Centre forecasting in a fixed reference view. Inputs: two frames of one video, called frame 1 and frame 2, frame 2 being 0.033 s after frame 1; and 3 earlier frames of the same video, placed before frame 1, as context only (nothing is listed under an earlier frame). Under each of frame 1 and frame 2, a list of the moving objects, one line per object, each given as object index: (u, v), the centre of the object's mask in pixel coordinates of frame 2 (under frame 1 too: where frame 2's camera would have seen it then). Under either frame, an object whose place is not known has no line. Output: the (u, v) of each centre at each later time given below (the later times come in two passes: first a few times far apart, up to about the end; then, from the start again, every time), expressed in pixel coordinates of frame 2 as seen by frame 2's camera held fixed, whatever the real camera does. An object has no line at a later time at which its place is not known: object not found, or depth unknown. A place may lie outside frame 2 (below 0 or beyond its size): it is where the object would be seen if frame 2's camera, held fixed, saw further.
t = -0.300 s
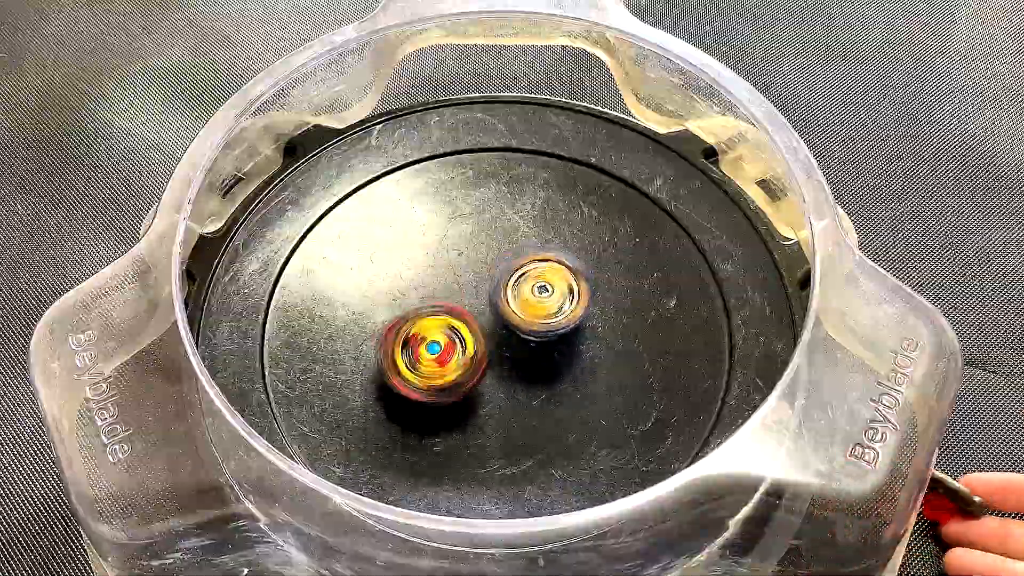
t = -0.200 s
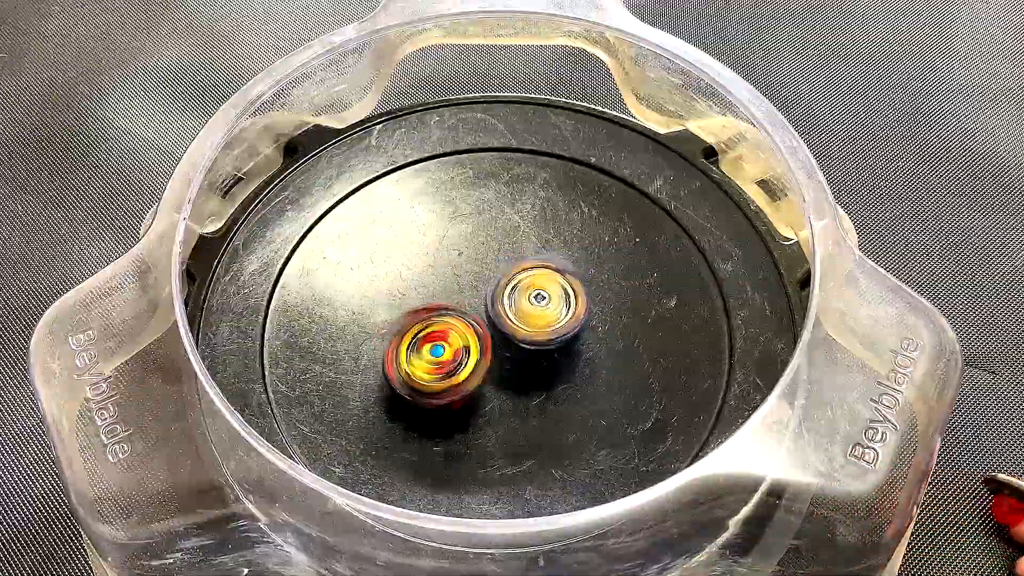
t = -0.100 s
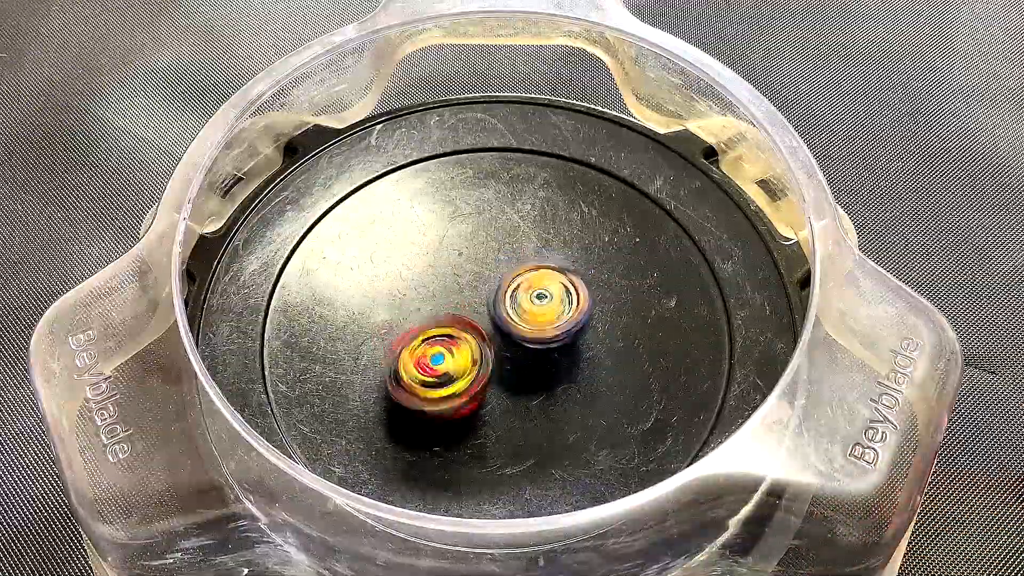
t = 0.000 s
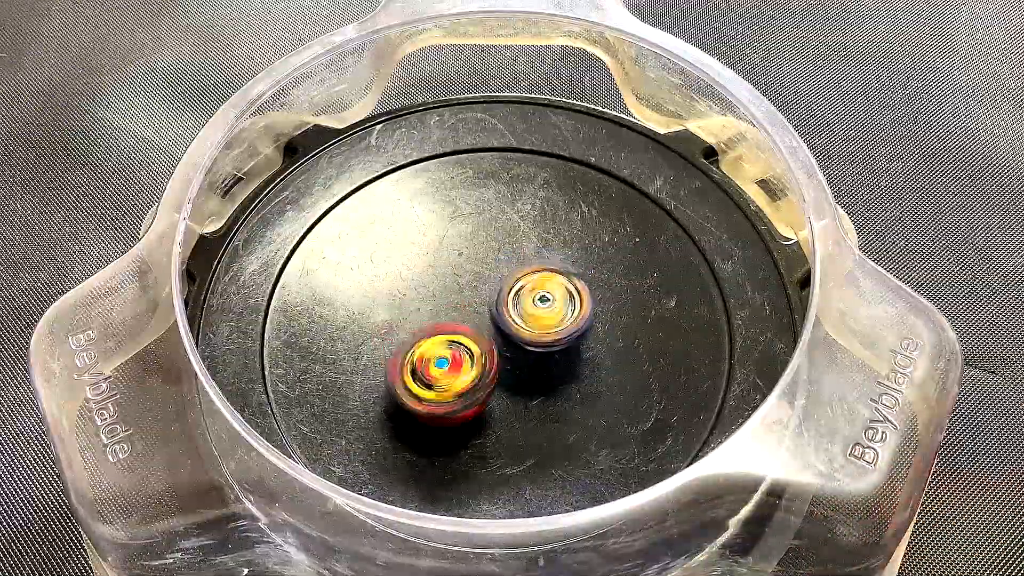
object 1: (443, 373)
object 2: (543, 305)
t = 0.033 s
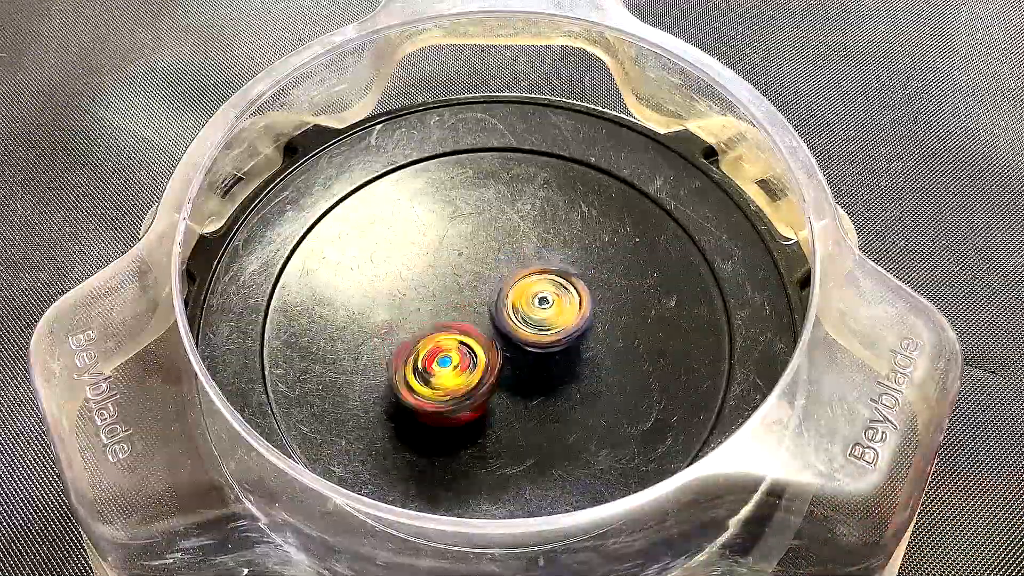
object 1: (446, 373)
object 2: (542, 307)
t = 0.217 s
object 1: (426, 379)
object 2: (573, 294)
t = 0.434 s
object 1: (445, 360)
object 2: (574, 288)
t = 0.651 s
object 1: (429, 346)
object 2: (608, 266)
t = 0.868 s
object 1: (453, 345)
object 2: (599, 274)
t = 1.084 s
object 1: (476, 365)
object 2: (579, 289)
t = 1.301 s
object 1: (483, 384)
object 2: (577, 308)
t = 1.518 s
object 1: (477, 374)
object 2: (581, 318)
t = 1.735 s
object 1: (478, 363)
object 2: (589, 313)
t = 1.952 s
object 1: (466, 357)
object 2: (570, 300)
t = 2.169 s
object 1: (434, 361)
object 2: (571, 290)
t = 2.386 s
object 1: (354, 368)
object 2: (582, 283)
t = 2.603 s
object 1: (399, 343)
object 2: (539, 329)
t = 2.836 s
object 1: (464, 274)
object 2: (553, 373)
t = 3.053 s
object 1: (470, 266)
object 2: (534, 390)
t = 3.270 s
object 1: (478, 266)
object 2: (518, 351)
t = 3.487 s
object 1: (480, 270)
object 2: (560, 324)
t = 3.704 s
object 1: (479, 270)
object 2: (592, 323)
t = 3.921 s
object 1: (479, 270)
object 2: (565, 321)
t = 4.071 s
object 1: (479, 270)
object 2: (532, 334)
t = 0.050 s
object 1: (446, 373)
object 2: (541, 309)
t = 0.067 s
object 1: (446, 373)
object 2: (542, 309)
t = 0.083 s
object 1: (449, 373)
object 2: (542, 309)
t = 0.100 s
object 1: (441, 377)
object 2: (548, 306)
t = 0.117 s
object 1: (437, 381)
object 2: (556, 303)
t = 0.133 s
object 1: (431, 381)
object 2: (562, 301)
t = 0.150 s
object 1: (431, 381)
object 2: (565, 298)
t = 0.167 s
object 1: (427, 382)
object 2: (569, 297)
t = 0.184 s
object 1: (426, 382)
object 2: (571, 295)
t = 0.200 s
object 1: (424, 380)
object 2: (572, 295)
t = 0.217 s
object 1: (426, 379)
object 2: (573, 294)
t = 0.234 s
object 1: (425, 378)
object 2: (574, 293)
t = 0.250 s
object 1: (426, 376)
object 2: (576, 292)
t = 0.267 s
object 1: (427, 374)
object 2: (578, 292)
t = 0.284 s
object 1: (430, 374)
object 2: (578, 291)
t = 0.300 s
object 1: (430, 373)
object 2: (579, 291)
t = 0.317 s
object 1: (432, 372)
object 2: (579, 291)
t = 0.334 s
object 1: (433, 369)
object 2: (579, 290)
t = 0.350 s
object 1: (436, 368)
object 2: (579, 289)
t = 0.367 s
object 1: (436, 368)
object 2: (578, 289)
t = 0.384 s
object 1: (438, 367)
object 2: (577, 289)
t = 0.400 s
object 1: (440, 365)
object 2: (576, 288)
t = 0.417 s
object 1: (442, 362)
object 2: (575, 288)
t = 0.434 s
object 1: (445, 360)
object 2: (574, 288)
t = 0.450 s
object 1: (448, 358)
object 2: (572, 289)
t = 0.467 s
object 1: (451, 355)
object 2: (572, 289)
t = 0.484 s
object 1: (455, 351)
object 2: (570, 290)
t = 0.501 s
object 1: (459, 349)
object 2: (568, 291)
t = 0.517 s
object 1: (463, 346)
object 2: (565, 291)
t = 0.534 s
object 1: (467, 343)
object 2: (563, 293)
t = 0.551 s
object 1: (462, 343)
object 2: (571, 286)
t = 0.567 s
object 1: (454, 345)
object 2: (580, 281)
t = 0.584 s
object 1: (446, 346)
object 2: (591, 276)
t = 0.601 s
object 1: (439, 348)
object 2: (597, 273)
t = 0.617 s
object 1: (432, 349)
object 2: (603, 270)
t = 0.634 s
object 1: (431, 349)
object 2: (605, 268)
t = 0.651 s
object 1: (429, 346)
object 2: (608, 266)
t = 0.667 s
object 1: (429, 345)
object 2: (609, 265)
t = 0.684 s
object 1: (429, 342)
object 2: (609, 264)
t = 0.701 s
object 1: (431, 343)
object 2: (610, 264)
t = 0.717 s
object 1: (431, 343)
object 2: (610, 265)
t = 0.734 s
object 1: (432, 342)
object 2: (609, 266)
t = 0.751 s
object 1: (434, 341)
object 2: (609, 267)
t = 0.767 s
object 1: (437, 342)
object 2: (609, 268)
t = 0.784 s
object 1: (441, 345)
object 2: (608, 268)
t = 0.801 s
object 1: (442, 345)
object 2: (606, 268)
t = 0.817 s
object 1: (445, 345)
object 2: (606, 270)
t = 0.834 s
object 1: (447, 343)
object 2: (604, 270)
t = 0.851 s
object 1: (451, 346)
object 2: (602, 272)
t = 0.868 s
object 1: (453, 345)
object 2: (599, 274)
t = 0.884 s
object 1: (458, 344)
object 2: (596, 276)
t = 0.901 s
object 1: (460, 343)
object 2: (594, 277)
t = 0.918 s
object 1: (465, 344)
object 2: (591, 279)
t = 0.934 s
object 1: (466, 344)
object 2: (587, 282)
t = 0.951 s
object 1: (470, 344)
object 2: (584, 285)
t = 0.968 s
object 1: (472, 344)
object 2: (581, 287)
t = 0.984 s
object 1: (476, 345)
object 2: (579, 290)
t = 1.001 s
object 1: (477, 347)
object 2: (576, 293)
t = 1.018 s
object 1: (478, 349)
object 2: (576, 292)
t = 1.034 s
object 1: (474, 354)
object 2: (576, 291)
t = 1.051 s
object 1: (475, 358)
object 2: (579, 290)
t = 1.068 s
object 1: (476, 362)
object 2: (579, 289)
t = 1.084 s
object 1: (476, 365)
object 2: (579, 289)
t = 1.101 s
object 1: (476, 370)
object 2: (580, 288)
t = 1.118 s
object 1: (478, 372)
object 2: (580, 290)
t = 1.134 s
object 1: (480, 375)
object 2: (577, 292)
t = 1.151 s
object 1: (481, 378)
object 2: (575, 294)
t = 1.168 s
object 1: (483, 381)
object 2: (575, 295)
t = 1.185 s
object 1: (483, 382)
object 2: (577, 298)
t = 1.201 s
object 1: (484, 382)
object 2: (577, 300)
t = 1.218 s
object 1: (483, 384)
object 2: (577, 301)
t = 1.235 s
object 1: (484, 385)
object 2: (577, 303)
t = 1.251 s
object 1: (482, 385)
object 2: (577, 303)
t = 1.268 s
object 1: (484, 384)
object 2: (577, 305)
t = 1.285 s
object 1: (484, 385)
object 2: (578, 307)
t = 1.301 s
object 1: (483, 384)
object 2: (577, 308)
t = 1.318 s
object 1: (484, 384)
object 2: (575, 310)
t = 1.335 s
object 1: (483, 383)
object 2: (574, 312)
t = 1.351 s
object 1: (487, 383)
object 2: (574, 313)
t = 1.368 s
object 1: (485, 382)
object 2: (574, 315)
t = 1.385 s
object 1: (485, 383)
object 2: (576, 317)
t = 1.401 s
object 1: (484, 381)
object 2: (577, 316)
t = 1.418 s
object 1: (483, 380)
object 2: (578, 317)
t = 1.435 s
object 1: (480, 379)
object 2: (581, 317)
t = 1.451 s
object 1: (478, 378)
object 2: (583, 317)
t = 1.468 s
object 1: (476, 379)
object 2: (585, 317)
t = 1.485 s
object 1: (475, 375)
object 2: (583, 318)
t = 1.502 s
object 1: (476, 376)
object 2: (581, 319)
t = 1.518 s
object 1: (477, 374)
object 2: (581, 318)
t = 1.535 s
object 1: (479, 374)
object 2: (582, 320)
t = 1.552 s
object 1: (480, 374)
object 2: (583, 320)
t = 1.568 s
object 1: (480, 372)
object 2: (585, 321)
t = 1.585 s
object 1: (480, 371)
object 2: (586, 321)
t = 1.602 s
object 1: (476, 369)
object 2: (589, 318)
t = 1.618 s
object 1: (473, 368)
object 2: (595, 316)
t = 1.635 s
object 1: (471, 367)
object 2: (596, 314)
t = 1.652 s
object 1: (471, 365)
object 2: (595, 313)
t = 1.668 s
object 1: (472, 366)
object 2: (592, 312)
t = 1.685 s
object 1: (472, 363)
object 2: (591, 311)
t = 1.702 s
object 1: (474, 364)
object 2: (592, 312)
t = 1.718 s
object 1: (475, 364)
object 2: (592, 312)
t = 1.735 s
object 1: (478, 363)
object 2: (589, 313)
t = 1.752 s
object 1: (479, 362)
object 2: (588, 312)
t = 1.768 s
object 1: (480, 359)
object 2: (588, 312)
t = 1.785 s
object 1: (482, 357)
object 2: (587, 312)
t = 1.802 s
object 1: (479, 357)
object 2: (586, 312)
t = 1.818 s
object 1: (478, 357)
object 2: (585, 308)
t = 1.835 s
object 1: (476, 358)
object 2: (586, 304)
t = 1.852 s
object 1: (474, 357)
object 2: (584, 303)
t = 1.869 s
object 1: (474, 357)
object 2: (580, 304)
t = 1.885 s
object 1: (473, 354)
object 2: (576, 304)
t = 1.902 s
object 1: (473, 355)
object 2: (576, 301)
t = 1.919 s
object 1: (469, 356)
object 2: (575, 300)
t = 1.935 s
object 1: (468, 357)
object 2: (572, 302)
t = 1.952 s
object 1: (466, 357)
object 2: (570, 300)
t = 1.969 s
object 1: (466, 357)
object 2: (569, 301)
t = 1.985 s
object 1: (467, 359)
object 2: (567, 303)
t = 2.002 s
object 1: (461, 360)
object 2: (568, 301)
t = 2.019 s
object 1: (461, 361)
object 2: (569, 298)
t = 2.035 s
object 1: (459, 360)
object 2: (569, 297)
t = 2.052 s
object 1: (458, 359)
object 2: (567, 296)
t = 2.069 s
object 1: (460, 360)
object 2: (564, 294)
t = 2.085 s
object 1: (458, 358)
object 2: (563, 295)
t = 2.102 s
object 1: (460, 358)
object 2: (558, 297)
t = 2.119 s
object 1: (458, 356)
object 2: (554, 298)
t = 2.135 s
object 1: (460, 354)
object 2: (552, 300)
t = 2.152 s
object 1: (452, 358)
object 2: (563, 295)
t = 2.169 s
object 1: (434, 361)
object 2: (571, 290)
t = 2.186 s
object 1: (419, 367)
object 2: (583, 284)
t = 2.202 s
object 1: (405, 372)
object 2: (589, 283)
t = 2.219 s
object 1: (392, 371)
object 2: (596, 278)
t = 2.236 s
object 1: (385, 371)
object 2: (600, 277)
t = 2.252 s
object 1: (379, 373)
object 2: (602, 274)
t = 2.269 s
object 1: (370, 373)
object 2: (603, 272)
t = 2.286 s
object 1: (363, 372)
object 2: (599, 272)
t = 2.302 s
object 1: (360, 373)
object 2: (599, 271)
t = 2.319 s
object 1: (356, 373)
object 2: (597, 272)
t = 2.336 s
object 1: (354, 371)
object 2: (592, 273)
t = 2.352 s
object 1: (353, 369)
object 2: (590, 276)
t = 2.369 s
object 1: (354, 369)
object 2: (585, 279)
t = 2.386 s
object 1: (354, 368)
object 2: (582, 283)
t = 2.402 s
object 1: (353, 365)
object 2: (579, 286)
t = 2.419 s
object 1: (354, 364)
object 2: (575, 289)
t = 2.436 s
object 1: (355, 363)
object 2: (571, 293)
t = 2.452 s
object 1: (354, 359)
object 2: (568, 298)
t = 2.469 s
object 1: (357, 358)
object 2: (564, 303)
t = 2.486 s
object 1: (361, 356)
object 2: (562, 306)
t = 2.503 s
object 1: (365, 354)
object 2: (560, 311)
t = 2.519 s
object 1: (367, 351)
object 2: (556, 314)
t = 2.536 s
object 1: (372, 349)
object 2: (552, 318)
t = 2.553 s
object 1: (379, 349)
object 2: (548, 322)
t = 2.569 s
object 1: (385, 348)
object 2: (546, 326)
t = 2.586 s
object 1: (392, 344)
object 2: (542, 327)
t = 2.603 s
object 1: (399, 343)
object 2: (539, 329)
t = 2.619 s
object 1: (409, 343)
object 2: (537, 333)
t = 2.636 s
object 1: (416, 339)
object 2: (535, 333)
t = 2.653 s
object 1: (425, 335)
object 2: (534, 339)
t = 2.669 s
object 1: (434, 333)
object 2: (532, 339)
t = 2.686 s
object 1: (441, 329)
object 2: (530, 342)
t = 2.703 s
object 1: (446, 323)
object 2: (529, 340)
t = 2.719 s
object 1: (451, 316)
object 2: (533, 347)
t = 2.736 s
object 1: (455, 310)
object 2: (536, 349)
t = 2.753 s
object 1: (458, 304)
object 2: (541, 355)
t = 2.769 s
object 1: (461, 298)
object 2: (543, 358)
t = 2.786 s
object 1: (460, 290)
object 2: (547, 364)
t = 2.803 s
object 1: (461, 284)
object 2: (549, 367)
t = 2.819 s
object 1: (463, 278)
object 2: (552, 372)
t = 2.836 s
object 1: (464, 274)
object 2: (553, 373)
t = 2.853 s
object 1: (466, 270)
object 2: (554, 379)
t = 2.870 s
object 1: (466, 268)
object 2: (551, 379)
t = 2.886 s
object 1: (465, 266)
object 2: (551, 383)
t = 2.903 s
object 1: (466, 264)
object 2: (550, 389)
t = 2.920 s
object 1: (467, 261)
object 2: (551, 388)
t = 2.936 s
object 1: (468, 261)
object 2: (550, 391)
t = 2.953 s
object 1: (469, 261)
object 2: (548, 391)
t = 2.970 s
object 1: (471, 261)
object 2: (546, 389)
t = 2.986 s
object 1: (471, 262)
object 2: (546, 393)
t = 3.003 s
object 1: (471, 263)
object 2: (542, 390)
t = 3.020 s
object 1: (471, 264)
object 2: (540, 389)
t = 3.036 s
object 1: (471, 265)
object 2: (538, 392)
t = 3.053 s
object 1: (470, 266)
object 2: (534, 390)
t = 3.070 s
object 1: (470, 267)
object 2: (533, 389)
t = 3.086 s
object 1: (470, 268)
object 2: (531, 386)
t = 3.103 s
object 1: (471, 269)
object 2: (524, 382)
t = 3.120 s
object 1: (472, 269)
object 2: (525, 377)
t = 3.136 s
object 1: (473, 270)
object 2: (523, 375)
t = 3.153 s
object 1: (475, 270)
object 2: (519, 372)
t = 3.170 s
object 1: (476, 270)
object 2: (517, 367)
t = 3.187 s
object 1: (477, 271)
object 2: (517, 362)
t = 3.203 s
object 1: (478, 271)
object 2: (514, 359)
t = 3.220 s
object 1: (480, 272)
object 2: (511, 356)
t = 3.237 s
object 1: (479, 270)
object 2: (511, 354)
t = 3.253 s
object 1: (479, 268)
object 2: (515, 351)
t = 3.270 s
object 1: (478, 266)
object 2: (518, 351)
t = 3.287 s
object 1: (478, 265)
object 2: (520, 351)
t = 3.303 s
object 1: (478, 266)
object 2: (522, 350)
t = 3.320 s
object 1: (479, 268)
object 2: (525, 347)
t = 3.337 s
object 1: (480, 268)
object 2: (530, 344)
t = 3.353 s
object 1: (480, 269)
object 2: (533, 342)
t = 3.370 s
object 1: (481, 269)
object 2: (535, 341)
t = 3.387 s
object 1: (481, 270)
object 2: (538, 339)
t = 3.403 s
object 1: (481, 270)
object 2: (541, 337)
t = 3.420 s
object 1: (481, 270)
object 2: (544, 335)
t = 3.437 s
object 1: (481, 270)
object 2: (547, 331)
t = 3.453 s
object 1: (481, 270)
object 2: (551, 328)
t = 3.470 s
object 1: (481, 270)
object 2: (557, 326)
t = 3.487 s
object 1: (480, 270)
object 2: (560, 324)
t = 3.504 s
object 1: (479, 270)
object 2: (565, 322)
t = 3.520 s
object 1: (479, 270)
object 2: (568, 322)
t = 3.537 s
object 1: (479, 270)
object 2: (572, 322)
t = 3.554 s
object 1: (479, 270)
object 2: (575, 321)
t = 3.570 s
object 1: (479, 270)
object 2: (578, 321)
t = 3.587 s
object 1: (479, 270)
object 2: (582, 320)
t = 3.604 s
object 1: (479, 270)
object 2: (585, 321)
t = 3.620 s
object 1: (479, 270)
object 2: (587, 322)
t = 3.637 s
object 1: (479, 270)
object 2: (589, 322)
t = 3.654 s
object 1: (479, 270)
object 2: (591, 323)
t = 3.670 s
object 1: (479, 270)
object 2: (591, 323)
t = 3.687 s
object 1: (479, 270)
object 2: (592, 323)
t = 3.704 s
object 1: (479, 270)
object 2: (592, 323)
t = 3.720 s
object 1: (479, 270)
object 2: (592, 323)
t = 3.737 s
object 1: (479, 270)
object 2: (592, 323)
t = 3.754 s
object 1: (479, 270)
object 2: (591, 323)
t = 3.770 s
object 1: (479, 270)
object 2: (590, 323)
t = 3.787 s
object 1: (479, 270)
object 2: (588, 322)
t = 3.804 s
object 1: (479, 270)
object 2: (586, 321)
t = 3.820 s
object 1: (479, 270)
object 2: (583, 321)
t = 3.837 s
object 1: (479, 270)
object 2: (580, 320)
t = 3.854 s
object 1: (479, 270)
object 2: (577, 320)
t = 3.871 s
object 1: (479, 270)
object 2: (573, 320)
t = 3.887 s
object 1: (479, 270)
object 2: (569, 321)
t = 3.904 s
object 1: (479, 270)
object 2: (567, 320)
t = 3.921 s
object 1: (479, 270)
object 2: (565, 321)
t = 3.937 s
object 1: (479, 270)
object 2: (561, 321)
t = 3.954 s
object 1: (479, 270)
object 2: (558, 322)
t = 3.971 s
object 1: (479, 270)
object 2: (555, 323)
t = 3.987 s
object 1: (479, 270)
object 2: (552, 324)
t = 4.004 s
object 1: (479, 270)
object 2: (548, 325)
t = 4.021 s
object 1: (479, 270)
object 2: (544, 327)
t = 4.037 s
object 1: (479, 270)
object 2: (541, 329)
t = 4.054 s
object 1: (479, 270)
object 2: (536, 332)
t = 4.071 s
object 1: (479, 270)
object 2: (532, 334)
